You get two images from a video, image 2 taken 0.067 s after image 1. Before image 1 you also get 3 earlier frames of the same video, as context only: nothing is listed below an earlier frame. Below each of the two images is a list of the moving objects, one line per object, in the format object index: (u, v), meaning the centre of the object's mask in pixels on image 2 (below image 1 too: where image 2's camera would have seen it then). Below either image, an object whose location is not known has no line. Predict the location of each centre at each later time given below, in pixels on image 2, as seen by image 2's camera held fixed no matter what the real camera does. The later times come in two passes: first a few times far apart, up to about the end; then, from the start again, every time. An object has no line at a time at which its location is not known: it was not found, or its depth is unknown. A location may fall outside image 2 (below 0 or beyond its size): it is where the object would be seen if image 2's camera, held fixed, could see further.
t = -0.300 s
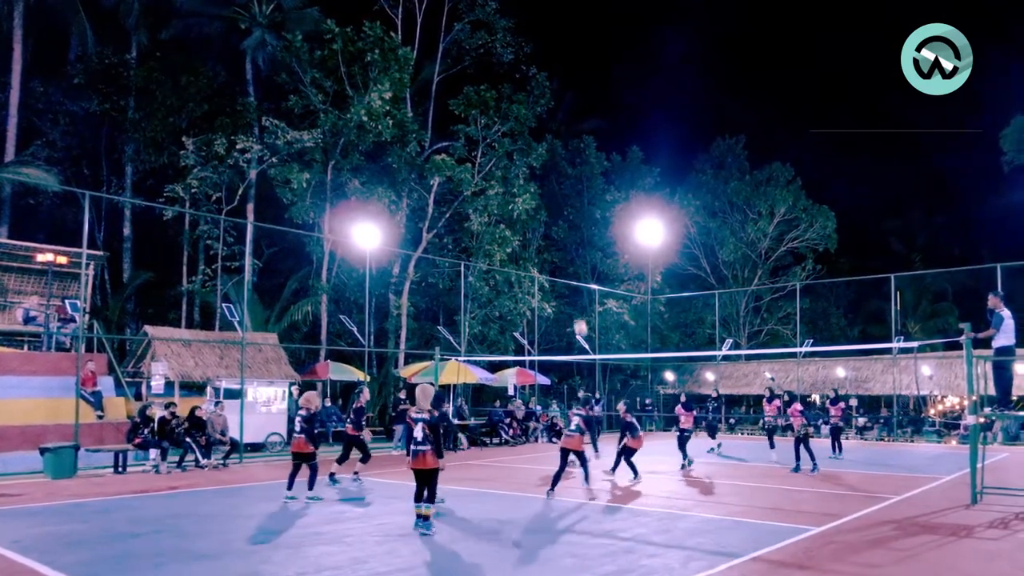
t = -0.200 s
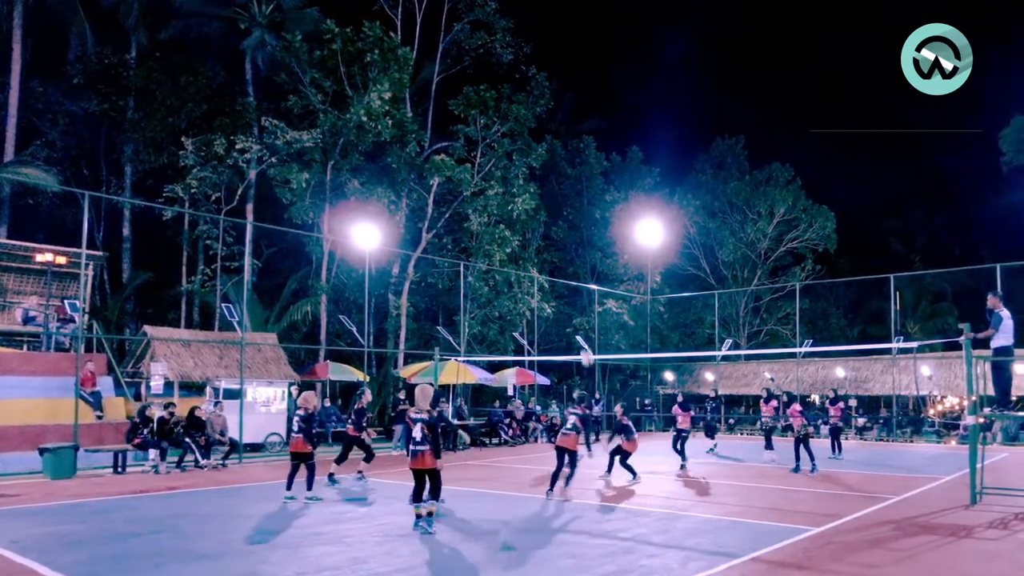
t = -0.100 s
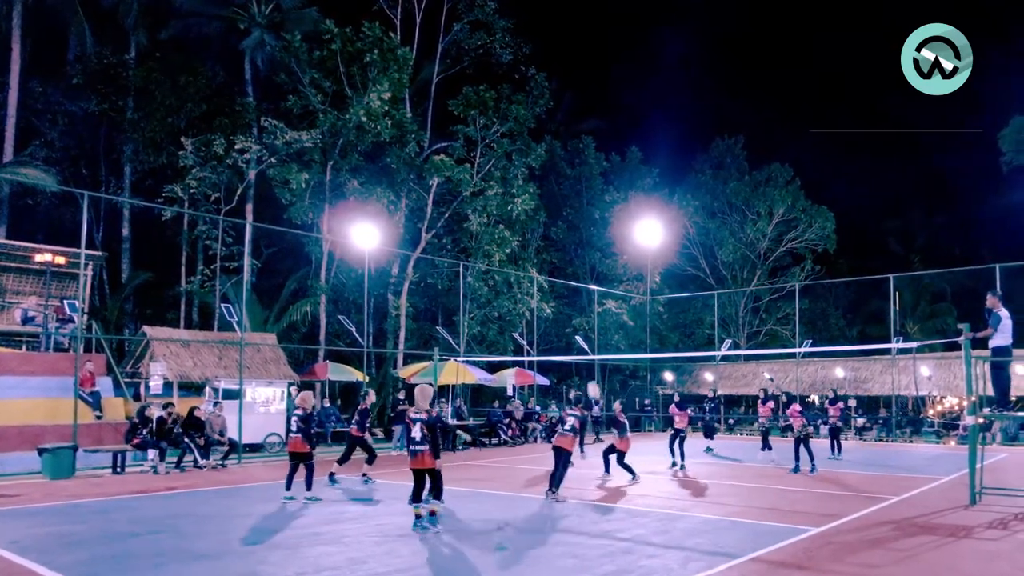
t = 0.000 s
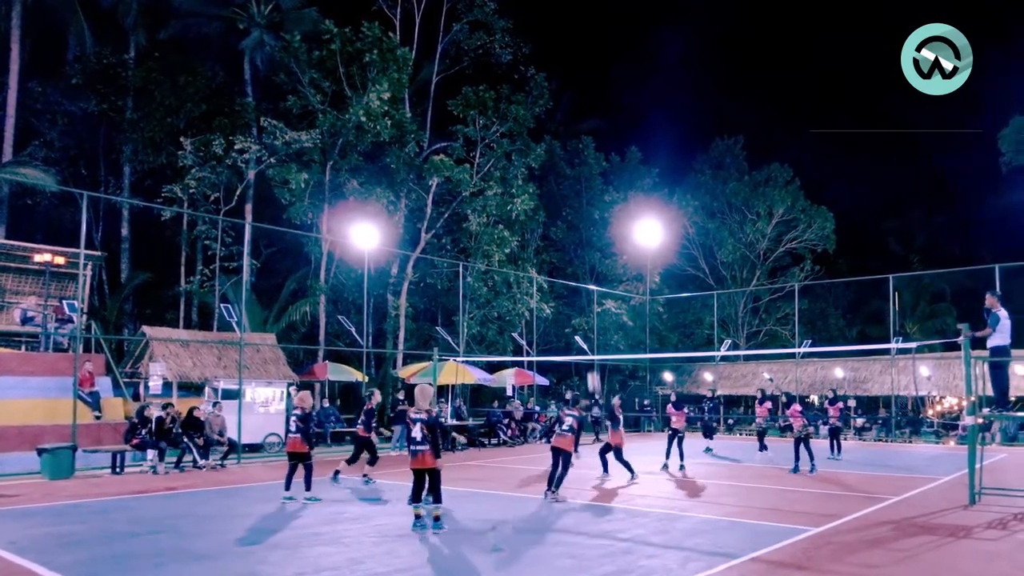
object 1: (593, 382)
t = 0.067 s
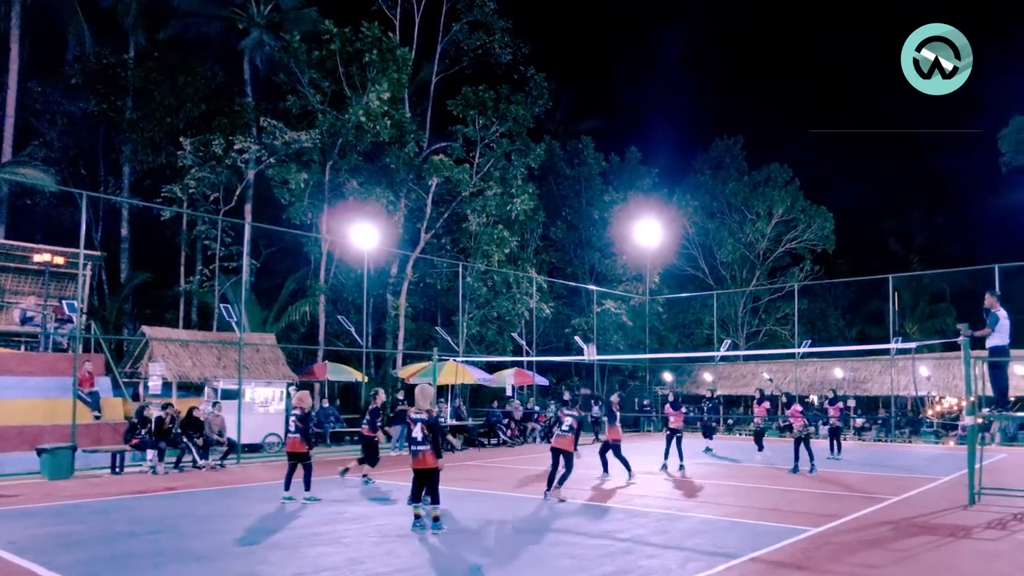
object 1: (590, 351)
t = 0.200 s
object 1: (584, 304)
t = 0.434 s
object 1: (574, 247)
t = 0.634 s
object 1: (566, 224)
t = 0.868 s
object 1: (558, 224)
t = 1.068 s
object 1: (551, 248)
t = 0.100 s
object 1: (589, 339)
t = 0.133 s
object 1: (587, 327)
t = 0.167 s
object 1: (585, 315)
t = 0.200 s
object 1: (584, 304)
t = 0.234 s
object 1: (582, 294)
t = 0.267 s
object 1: (581, 284)
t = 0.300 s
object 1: (580, 275)
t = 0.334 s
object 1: (578, 267)
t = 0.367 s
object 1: (577, 260)
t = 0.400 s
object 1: (575, 253)
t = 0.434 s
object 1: (574, 247)
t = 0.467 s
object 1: (573, 242)
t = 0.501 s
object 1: (572, 237)
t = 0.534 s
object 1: (570, 233)
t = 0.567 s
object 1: (569, 229)
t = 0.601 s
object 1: (568, 226)
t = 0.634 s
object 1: (566, 224)
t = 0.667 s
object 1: (565, 222)
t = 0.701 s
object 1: (564, 221)
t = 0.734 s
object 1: (563, 221)
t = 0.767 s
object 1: (561, 221)
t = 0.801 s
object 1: (560, 221)
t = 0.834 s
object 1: (559, 223)
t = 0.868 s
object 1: (558, 224)
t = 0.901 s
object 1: (557, 227)
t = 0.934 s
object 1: (556, 230)
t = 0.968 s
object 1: (554, 234)
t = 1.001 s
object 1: (553, 238)
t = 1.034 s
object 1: (552, 243)
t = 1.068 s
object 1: (551, 248)
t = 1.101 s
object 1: (550, 254)
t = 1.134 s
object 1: (549, 260)
